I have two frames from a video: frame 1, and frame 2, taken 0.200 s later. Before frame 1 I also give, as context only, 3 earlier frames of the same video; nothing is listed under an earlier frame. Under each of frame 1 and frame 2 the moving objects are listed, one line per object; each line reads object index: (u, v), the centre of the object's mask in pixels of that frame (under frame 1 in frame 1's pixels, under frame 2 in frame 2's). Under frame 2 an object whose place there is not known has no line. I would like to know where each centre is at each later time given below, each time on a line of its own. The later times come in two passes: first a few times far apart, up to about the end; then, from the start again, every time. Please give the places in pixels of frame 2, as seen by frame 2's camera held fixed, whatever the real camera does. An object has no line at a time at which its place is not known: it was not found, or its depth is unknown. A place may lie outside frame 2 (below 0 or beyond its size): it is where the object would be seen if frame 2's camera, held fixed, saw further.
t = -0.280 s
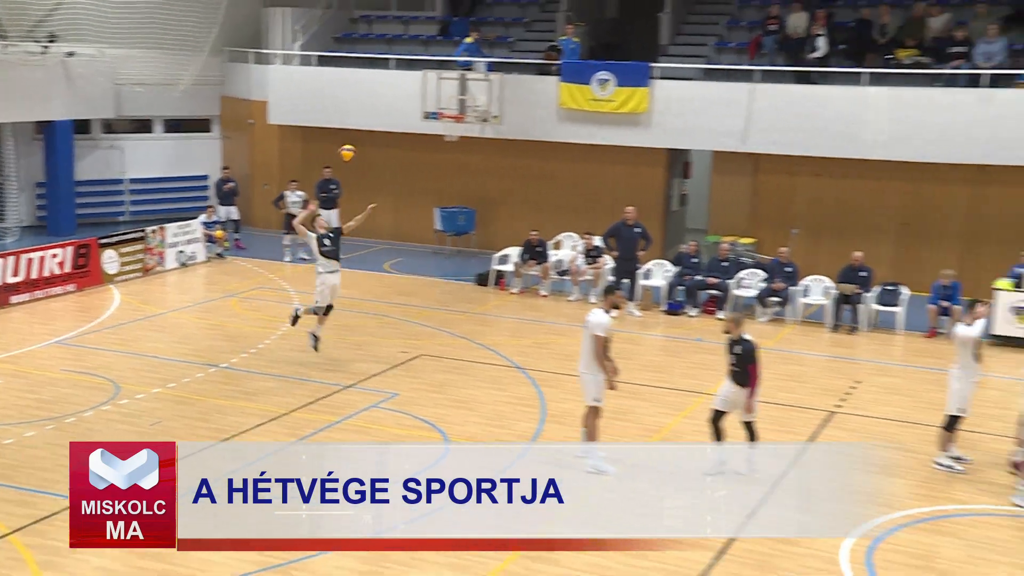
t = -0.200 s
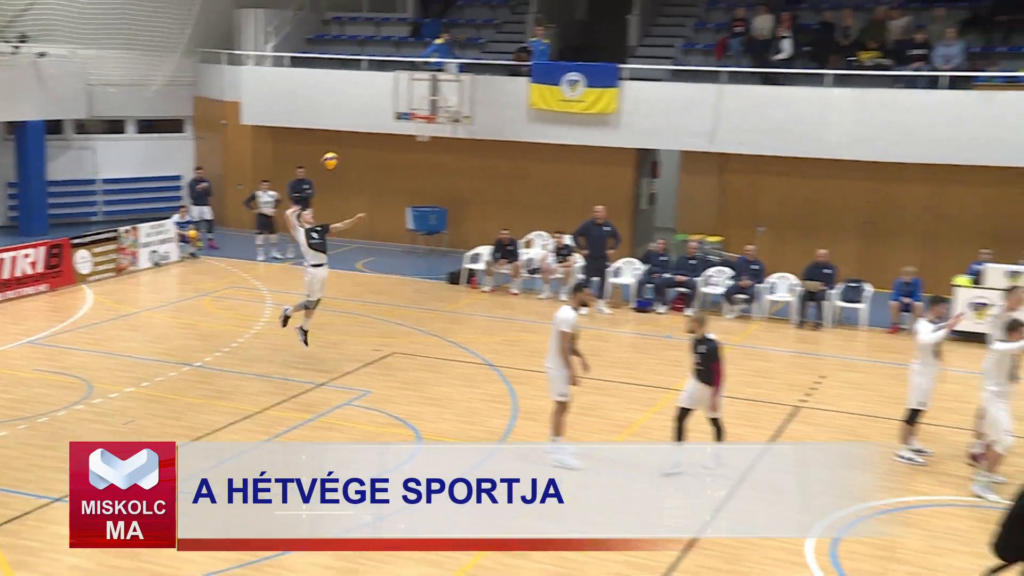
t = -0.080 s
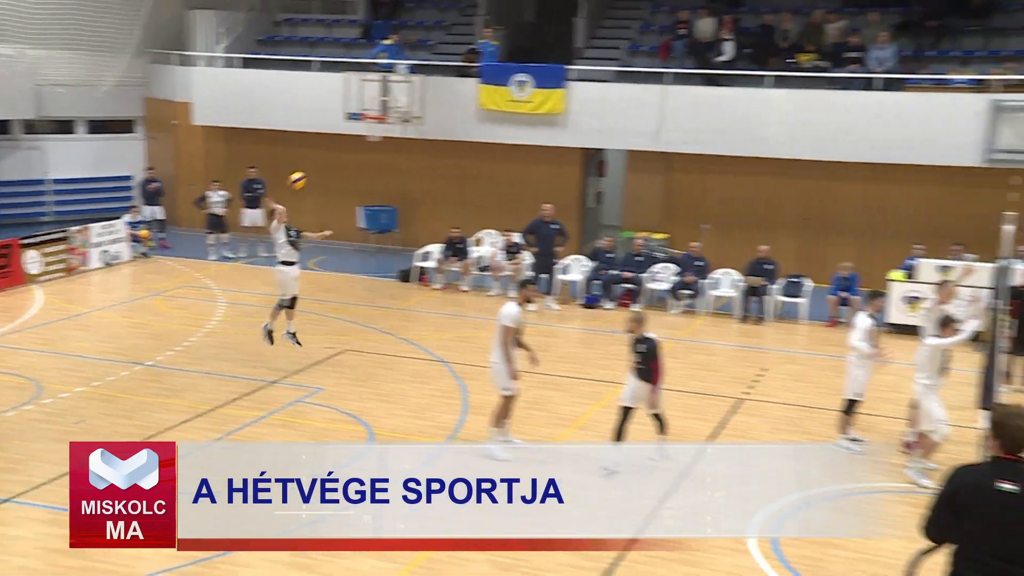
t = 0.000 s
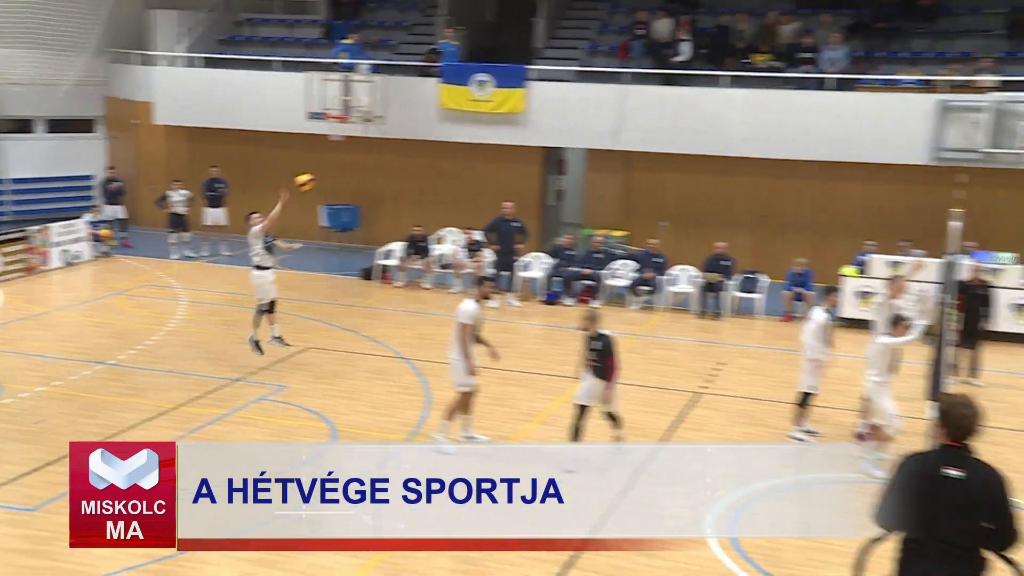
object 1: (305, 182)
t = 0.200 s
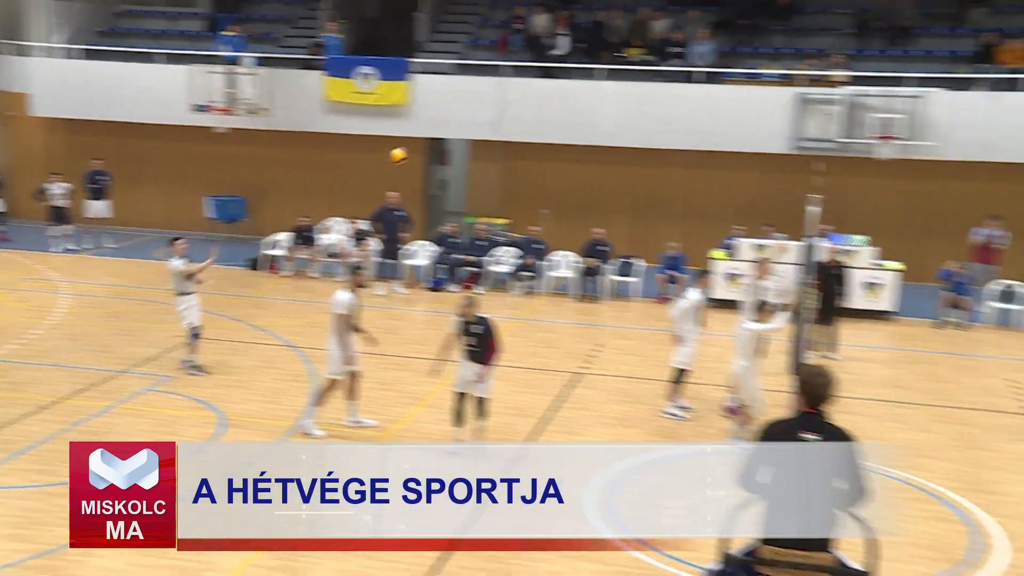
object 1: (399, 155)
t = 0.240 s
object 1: (441, 155)
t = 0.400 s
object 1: (610, 162)
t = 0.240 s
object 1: (441, 155)
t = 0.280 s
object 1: (483, 155)
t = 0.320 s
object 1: (525, 156)
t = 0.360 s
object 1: (568, 159)
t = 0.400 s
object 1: (610, 162)
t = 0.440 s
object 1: (653, 166)
